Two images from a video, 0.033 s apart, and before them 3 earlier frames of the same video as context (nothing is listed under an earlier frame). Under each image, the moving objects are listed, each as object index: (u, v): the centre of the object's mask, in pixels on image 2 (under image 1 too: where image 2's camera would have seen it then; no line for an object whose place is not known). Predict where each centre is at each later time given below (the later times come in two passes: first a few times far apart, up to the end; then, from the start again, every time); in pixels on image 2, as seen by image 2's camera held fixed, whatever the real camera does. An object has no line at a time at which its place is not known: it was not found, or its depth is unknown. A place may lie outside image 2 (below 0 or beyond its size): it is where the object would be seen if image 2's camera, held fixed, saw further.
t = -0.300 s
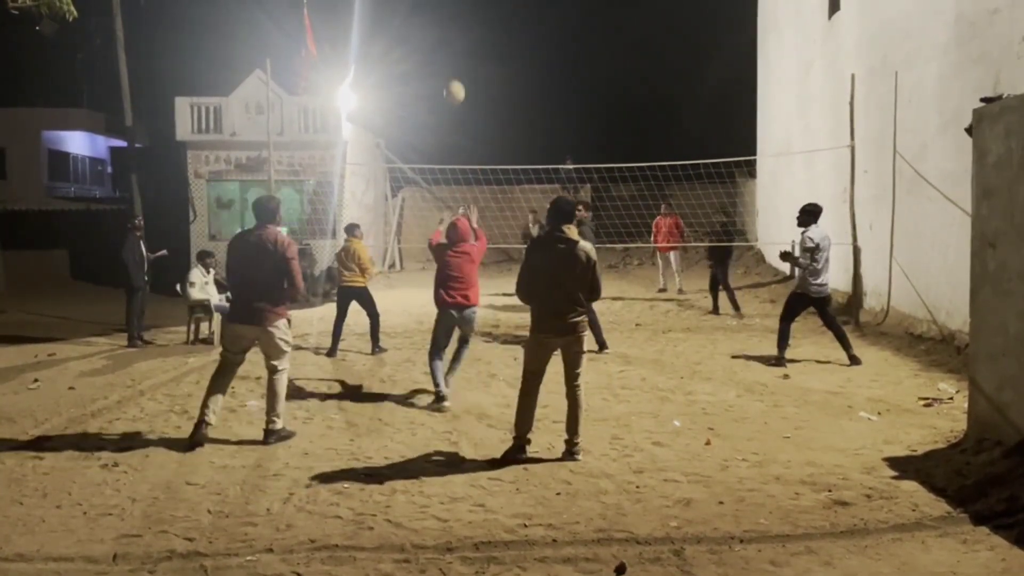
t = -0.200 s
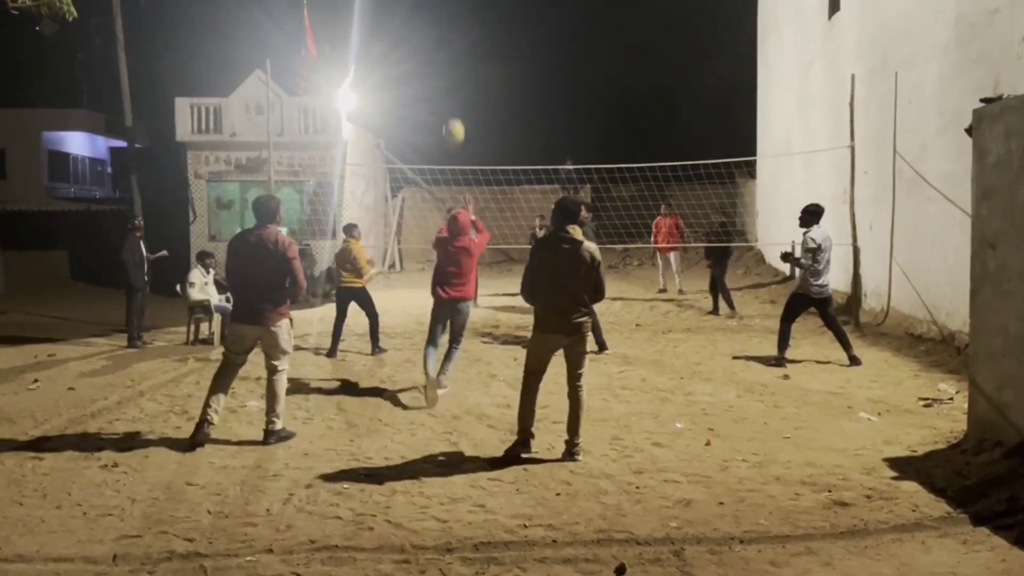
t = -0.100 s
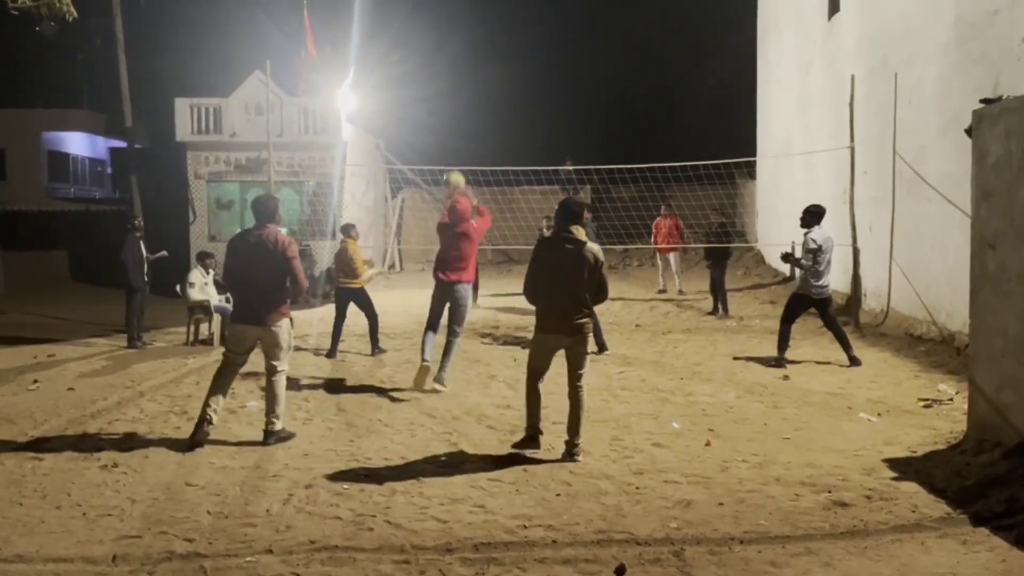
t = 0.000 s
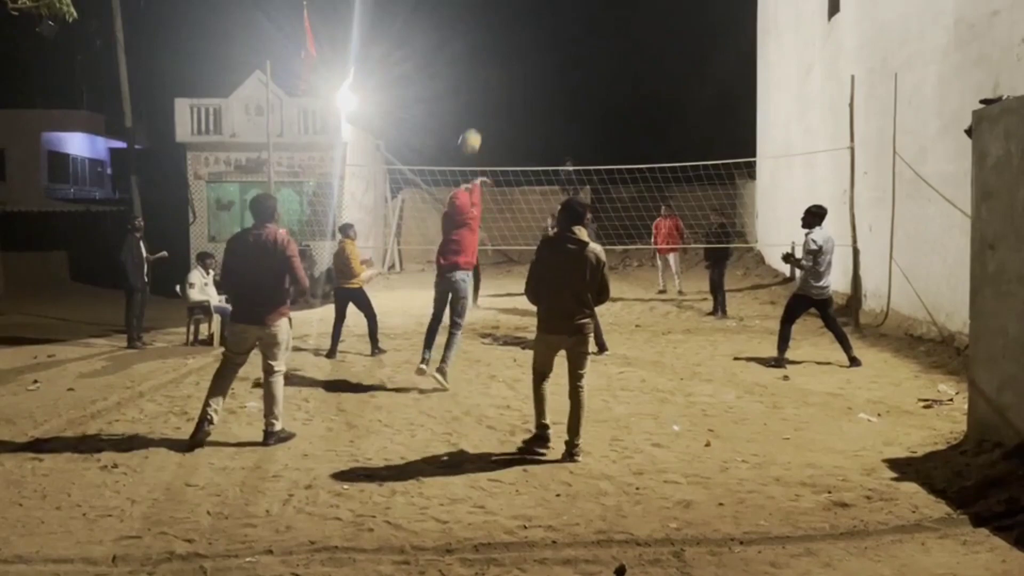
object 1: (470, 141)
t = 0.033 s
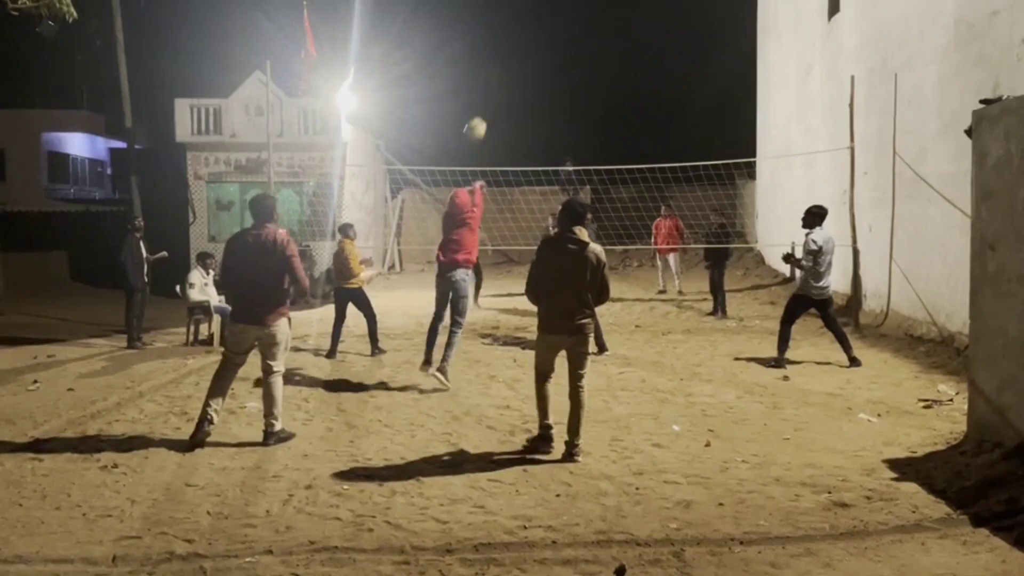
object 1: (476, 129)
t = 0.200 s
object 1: (499, 88)
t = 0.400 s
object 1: (520, 78)
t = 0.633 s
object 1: (537, 101)
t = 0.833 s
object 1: (550, 141)
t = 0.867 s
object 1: (552, 149)
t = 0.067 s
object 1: (481, 118)
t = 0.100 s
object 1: (486, 108)
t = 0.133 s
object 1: (490, 100)
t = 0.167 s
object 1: (495, 94)
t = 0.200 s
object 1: (499, 88)
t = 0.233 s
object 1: (503, 84)
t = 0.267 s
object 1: (506, 81)
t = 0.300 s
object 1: (510, 79)
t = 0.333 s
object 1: (513, 78)
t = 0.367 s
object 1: (516, 78)
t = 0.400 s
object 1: (520, 78)
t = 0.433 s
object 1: (522, 79)
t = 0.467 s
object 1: (525, 81)
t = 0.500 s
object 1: (528, 84)
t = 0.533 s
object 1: (530, 87)
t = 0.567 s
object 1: (533, 91)
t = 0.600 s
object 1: (535, 96)
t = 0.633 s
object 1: (537, 101)
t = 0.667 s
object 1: (540, 106)
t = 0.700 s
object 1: (542, 113)
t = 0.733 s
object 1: (544, 119)
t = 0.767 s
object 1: (546, 126)
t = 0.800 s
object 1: (548, 134)
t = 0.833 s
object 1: (550, 141)
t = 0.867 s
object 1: (552, 149)
